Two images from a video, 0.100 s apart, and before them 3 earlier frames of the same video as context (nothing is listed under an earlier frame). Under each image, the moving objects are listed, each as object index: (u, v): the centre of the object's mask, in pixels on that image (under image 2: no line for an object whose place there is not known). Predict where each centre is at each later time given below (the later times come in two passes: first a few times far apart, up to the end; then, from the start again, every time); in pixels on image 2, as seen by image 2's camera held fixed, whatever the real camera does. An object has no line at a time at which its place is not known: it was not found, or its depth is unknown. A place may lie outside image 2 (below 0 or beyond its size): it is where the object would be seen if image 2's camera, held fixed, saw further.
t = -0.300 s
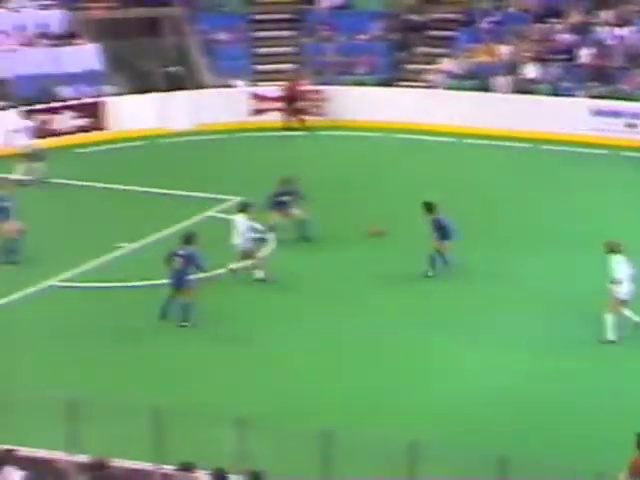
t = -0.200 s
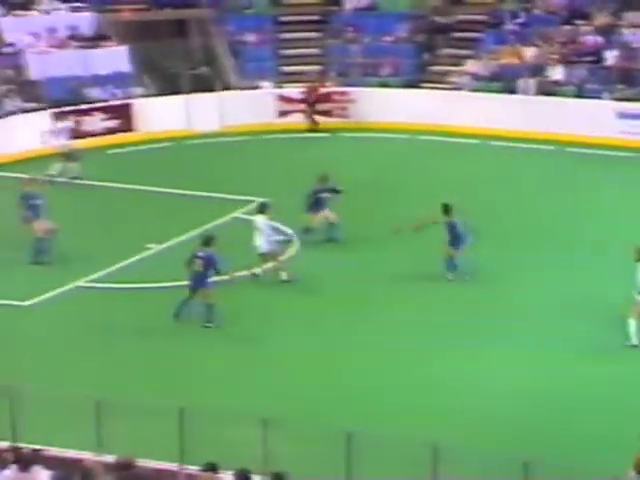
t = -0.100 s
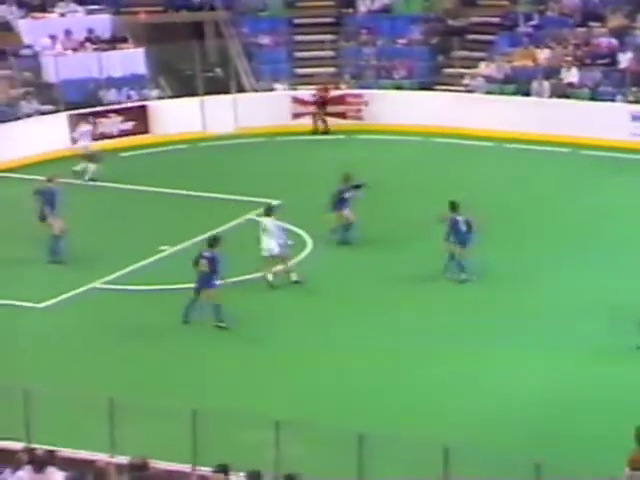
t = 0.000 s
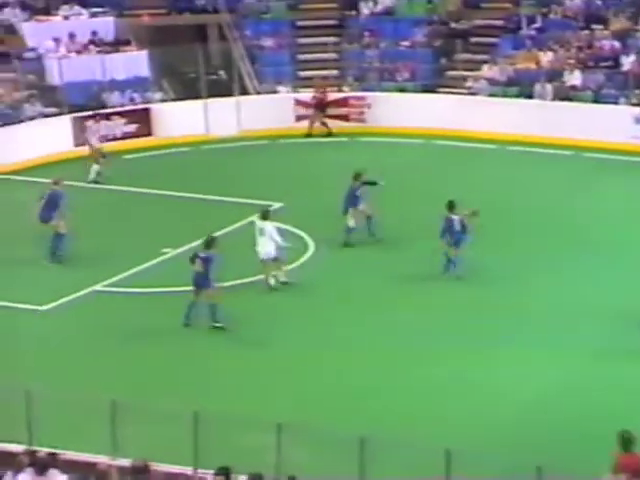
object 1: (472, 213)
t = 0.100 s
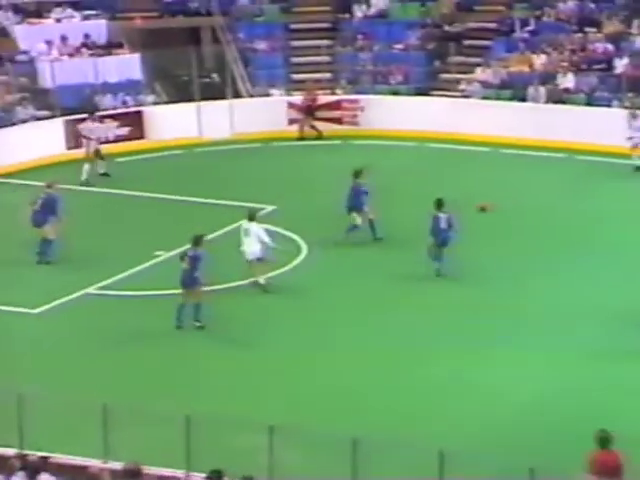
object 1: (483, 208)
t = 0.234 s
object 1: (501, 198)
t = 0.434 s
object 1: (521, 187)
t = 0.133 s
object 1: (485, 205)
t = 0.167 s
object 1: (490, 204)
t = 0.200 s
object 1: (498, 200)
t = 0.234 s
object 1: (501, 198)
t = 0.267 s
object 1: (504, 197)
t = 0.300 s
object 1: (508, 195)
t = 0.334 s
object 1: (511, 193)
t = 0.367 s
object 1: (515, 190)
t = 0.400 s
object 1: (517, 189)
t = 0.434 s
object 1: (521, 187)
